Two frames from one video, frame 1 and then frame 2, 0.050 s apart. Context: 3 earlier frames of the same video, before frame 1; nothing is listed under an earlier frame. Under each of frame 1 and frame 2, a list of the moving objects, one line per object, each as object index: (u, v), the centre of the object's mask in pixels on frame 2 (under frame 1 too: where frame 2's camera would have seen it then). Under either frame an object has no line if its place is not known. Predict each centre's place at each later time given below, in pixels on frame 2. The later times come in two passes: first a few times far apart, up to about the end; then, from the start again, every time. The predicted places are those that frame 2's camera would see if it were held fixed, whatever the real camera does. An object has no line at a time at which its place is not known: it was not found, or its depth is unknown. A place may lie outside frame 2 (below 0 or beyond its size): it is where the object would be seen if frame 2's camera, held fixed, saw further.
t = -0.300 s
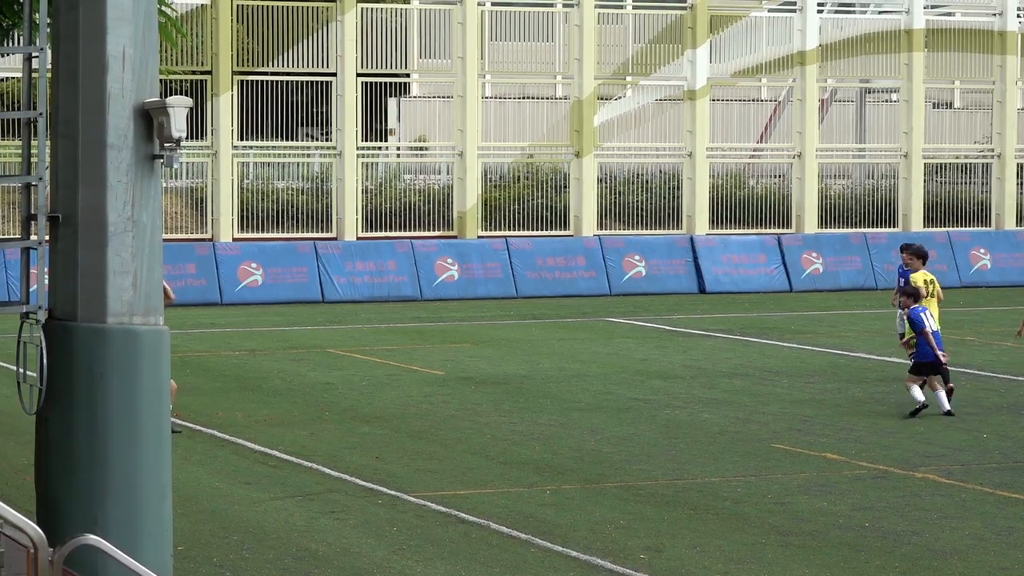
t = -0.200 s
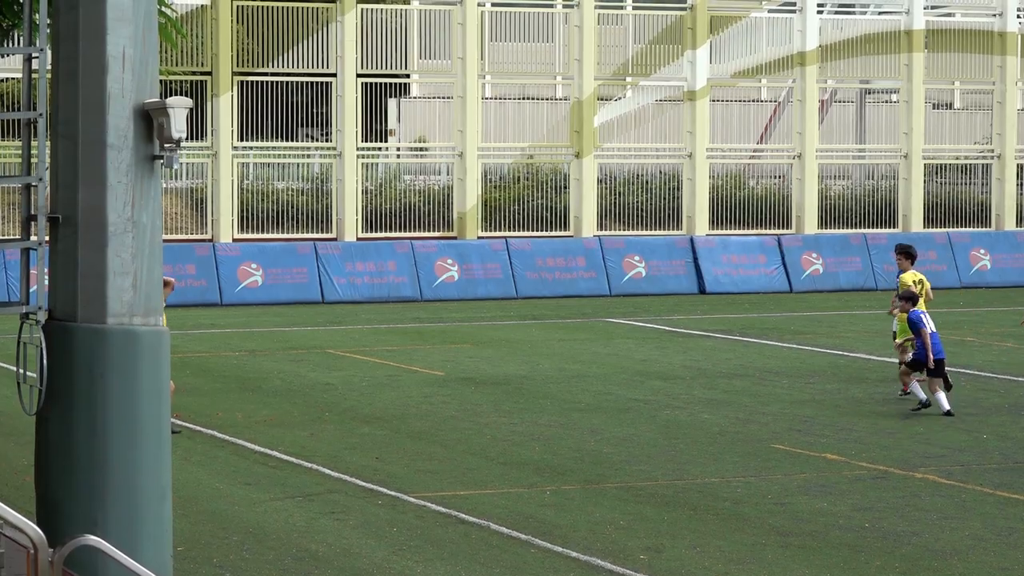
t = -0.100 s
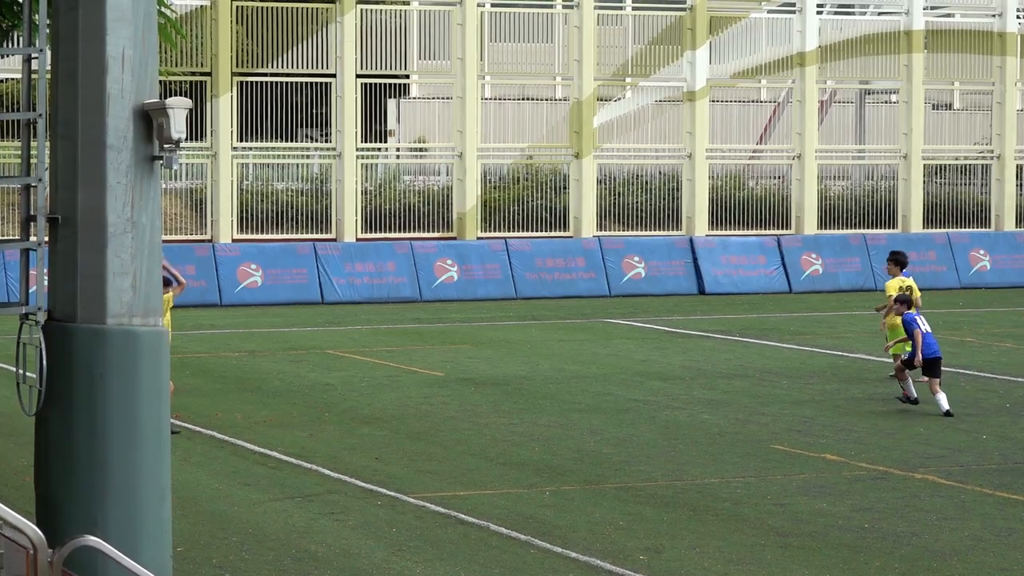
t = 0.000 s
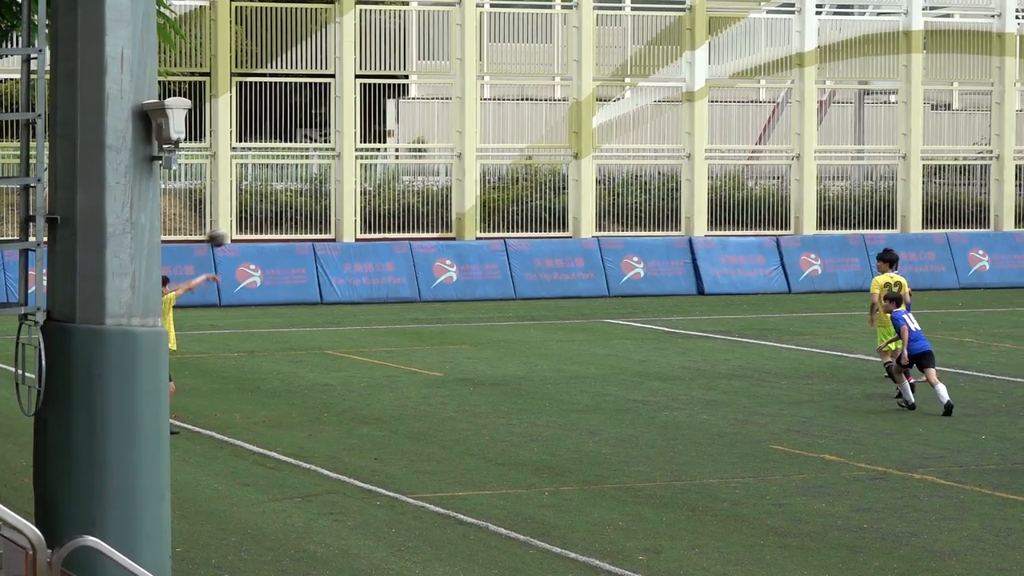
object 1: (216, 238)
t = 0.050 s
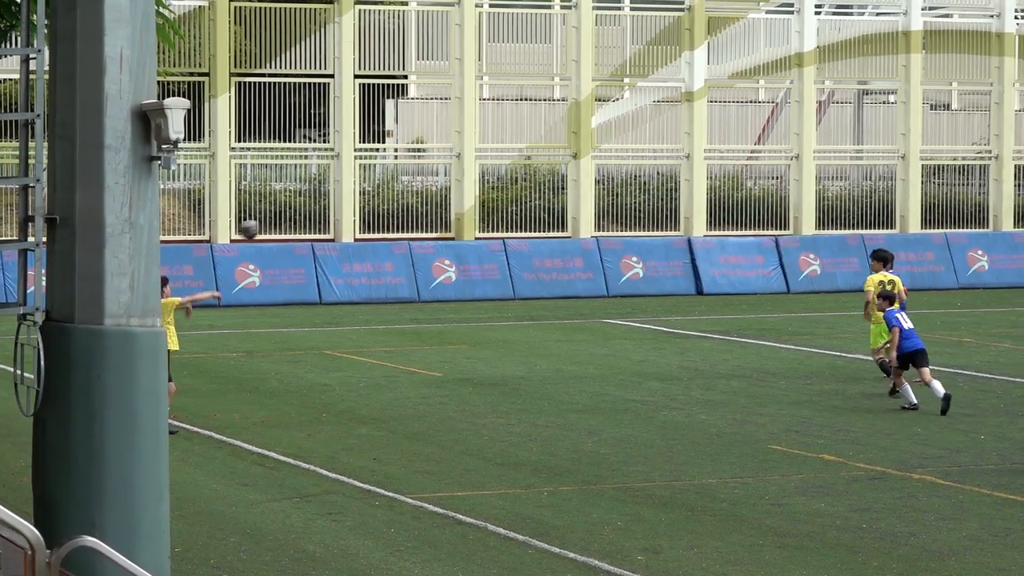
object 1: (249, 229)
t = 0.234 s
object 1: (362, 221)
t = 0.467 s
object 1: (494, 246)
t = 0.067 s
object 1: (260, 227)
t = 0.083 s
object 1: (271, 225)
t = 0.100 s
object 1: (281, 223)
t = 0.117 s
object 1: (291, 222)
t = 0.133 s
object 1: (302, 221)
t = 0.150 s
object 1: (312, 221)
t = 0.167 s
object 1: (322, 220)
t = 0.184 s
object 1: (331, 220)
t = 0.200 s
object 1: (341, 221)
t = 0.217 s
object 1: (351, 221)
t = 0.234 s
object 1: (362, 221)
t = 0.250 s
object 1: (371, 221)
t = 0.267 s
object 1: (381, 222)
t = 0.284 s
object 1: (391, 223)
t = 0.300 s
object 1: (400, 224)
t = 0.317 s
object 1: (410, 226)
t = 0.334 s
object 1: (419, 227)
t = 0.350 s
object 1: (428, 229)
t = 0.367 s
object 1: (438, 231)
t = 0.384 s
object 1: (447, 233)
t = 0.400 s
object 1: (457, 235)
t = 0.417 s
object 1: (466, 239)
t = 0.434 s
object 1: (476, 241)
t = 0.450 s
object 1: (485, 245)
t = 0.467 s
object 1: (494, 246)
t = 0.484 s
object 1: (503, 250)
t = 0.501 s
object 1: (512, 253)
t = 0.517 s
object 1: (521, 256)
